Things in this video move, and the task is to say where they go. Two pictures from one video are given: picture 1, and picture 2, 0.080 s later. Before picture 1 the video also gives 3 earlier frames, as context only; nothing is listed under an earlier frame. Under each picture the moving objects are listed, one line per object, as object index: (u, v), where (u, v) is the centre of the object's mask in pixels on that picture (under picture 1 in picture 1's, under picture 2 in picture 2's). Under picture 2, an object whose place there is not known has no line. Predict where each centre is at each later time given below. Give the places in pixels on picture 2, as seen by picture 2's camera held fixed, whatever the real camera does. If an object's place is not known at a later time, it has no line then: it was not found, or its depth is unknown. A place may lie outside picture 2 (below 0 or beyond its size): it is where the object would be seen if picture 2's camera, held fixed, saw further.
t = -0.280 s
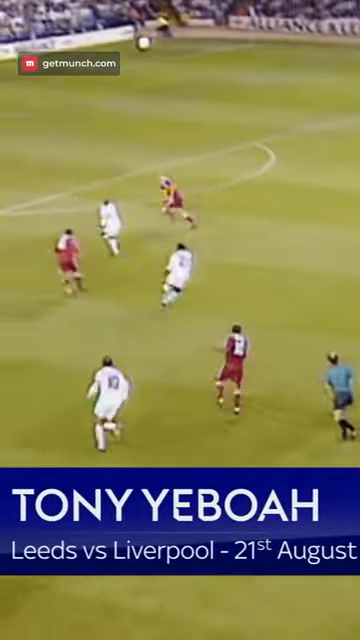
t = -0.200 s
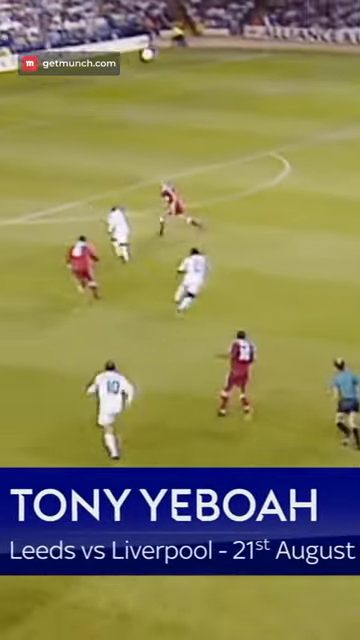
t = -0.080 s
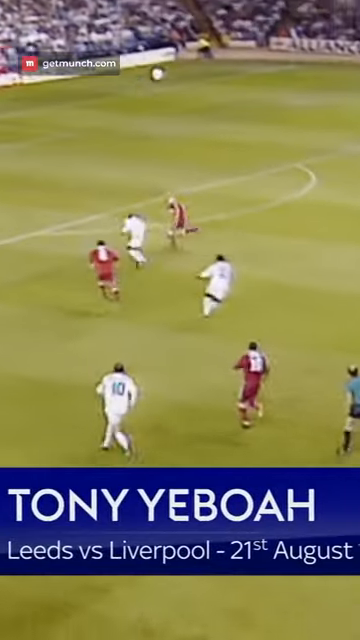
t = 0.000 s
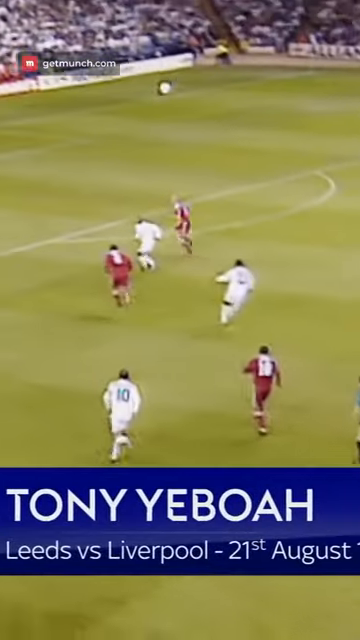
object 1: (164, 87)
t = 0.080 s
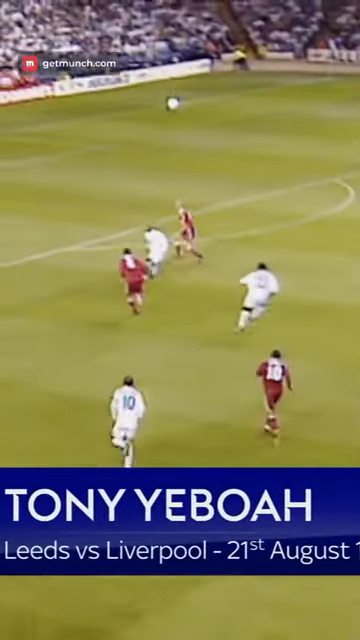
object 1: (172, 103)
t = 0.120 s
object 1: (165, 108)
